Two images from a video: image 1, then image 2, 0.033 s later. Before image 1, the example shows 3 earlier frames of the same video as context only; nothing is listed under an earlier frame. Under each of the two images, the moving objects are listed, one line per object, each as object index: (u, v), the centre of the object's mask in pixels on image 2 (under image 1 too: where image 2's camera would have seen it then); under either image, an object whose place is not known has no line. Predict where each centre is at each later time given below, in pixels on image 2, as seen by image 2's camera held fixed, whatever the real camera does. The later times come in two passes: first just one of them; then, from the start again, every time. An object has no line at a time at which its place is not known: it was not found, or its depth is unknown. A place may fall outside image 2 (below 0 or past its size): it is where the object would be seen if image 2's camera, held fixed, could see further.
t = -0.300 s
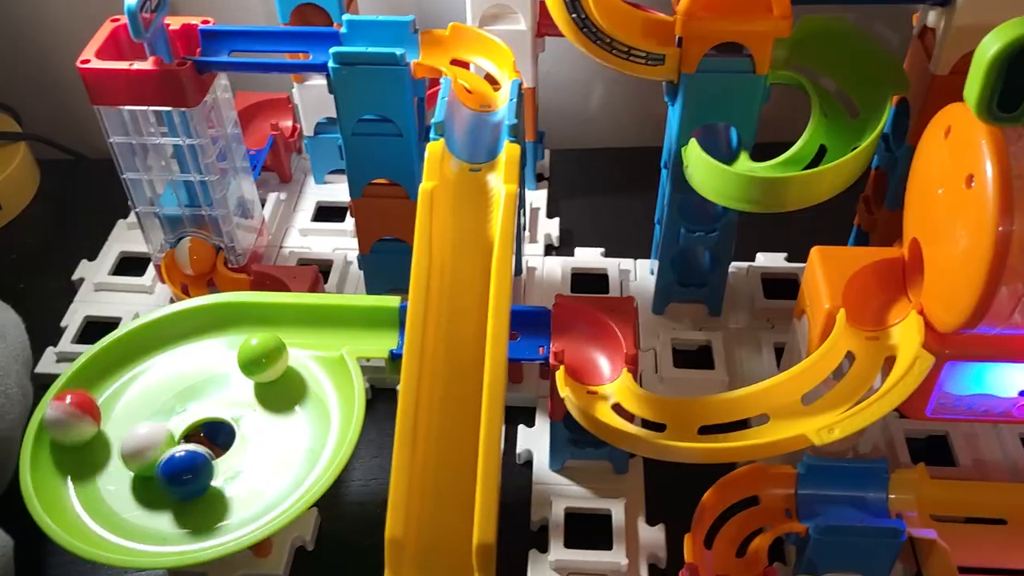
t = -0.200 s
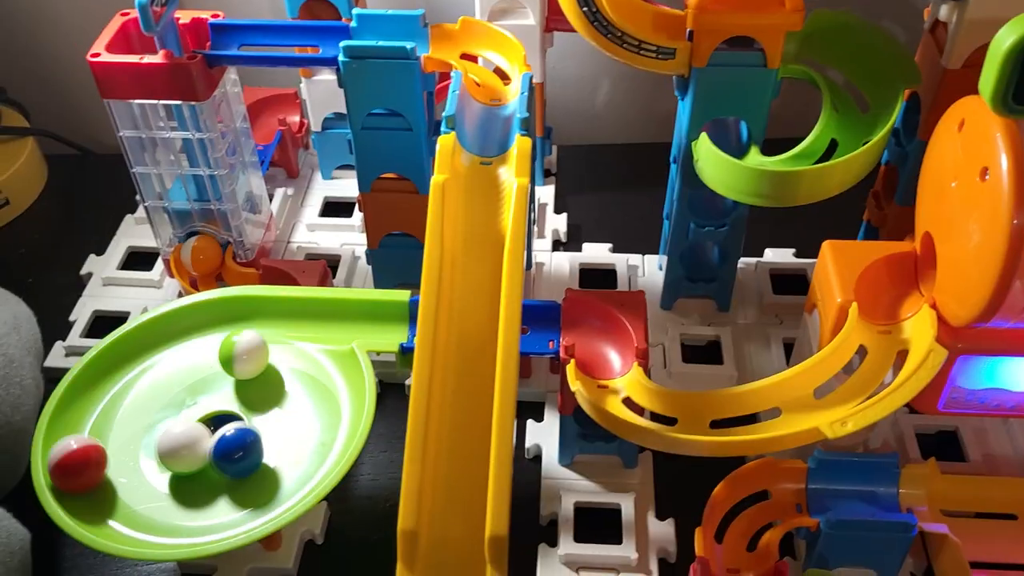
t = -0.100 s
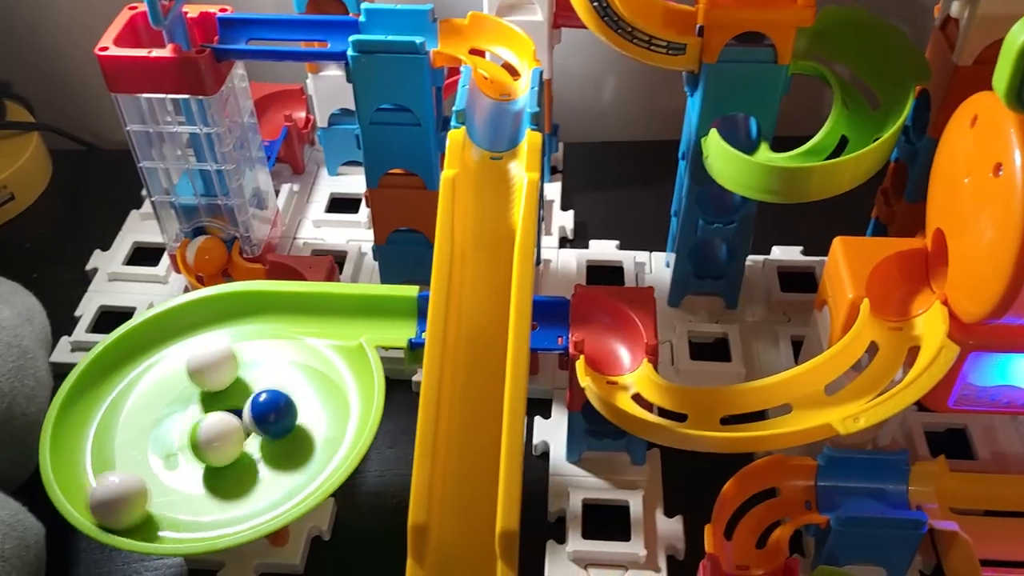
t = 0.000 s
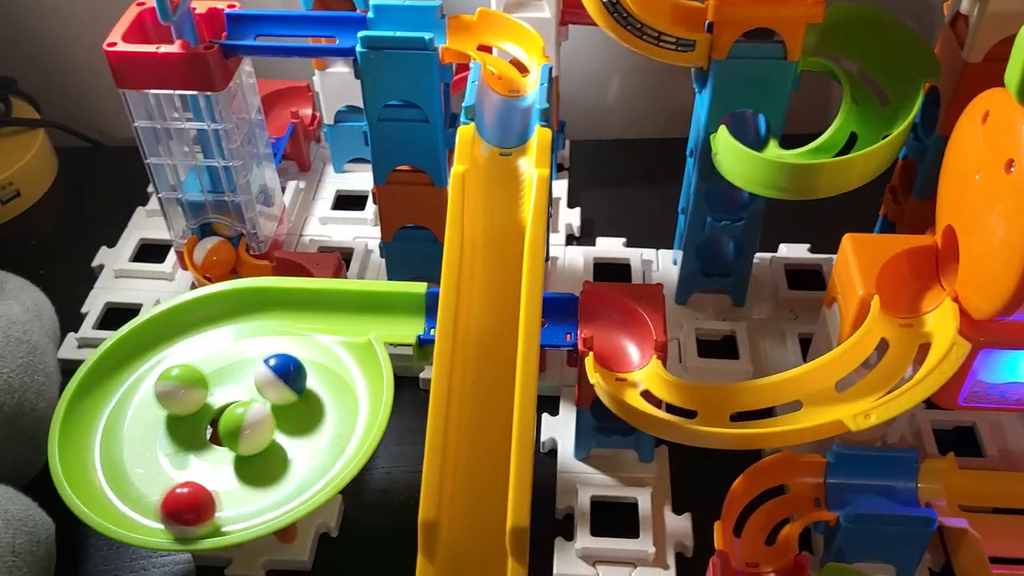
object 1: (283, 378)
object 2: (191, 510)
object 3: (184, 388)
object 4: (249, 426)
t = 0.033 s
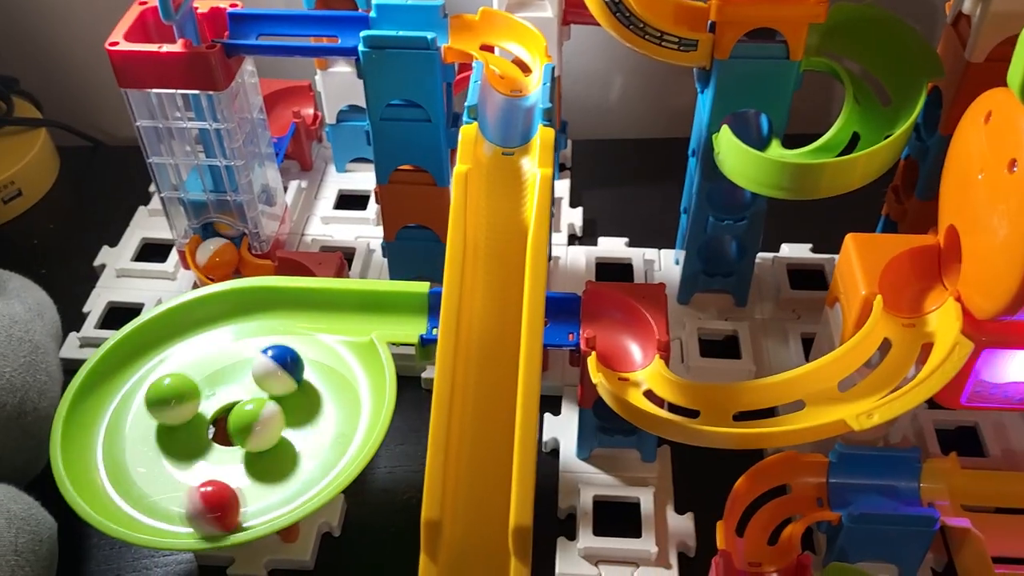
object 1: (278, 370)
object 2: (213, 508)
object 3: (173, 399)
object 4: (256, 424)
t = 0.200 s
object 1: (226, 352)
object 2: (311, 466)
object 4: (275, 407)
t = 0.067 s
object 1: (270, 363)
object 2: (235, 505)
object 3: (164, 409)
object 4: (262, 421)
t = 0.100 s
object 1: (261, 358)
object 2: (257, 497)
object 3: (156, 419)
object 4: (267, 418)
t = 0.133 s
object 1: (250, 354)
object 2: (277, 488)
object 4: (271, 414)
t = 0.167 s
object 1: (238, 352)
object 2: (295, 479)
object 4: (273, 411)
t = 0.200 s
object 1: (226, 352)
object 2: (311, 466)
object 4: (275, 407)
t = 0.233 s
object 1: (213, 354)
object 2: (324, 453)
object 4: (275, 403)
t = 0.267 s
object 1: (201, 358)
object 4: (274, 400)
